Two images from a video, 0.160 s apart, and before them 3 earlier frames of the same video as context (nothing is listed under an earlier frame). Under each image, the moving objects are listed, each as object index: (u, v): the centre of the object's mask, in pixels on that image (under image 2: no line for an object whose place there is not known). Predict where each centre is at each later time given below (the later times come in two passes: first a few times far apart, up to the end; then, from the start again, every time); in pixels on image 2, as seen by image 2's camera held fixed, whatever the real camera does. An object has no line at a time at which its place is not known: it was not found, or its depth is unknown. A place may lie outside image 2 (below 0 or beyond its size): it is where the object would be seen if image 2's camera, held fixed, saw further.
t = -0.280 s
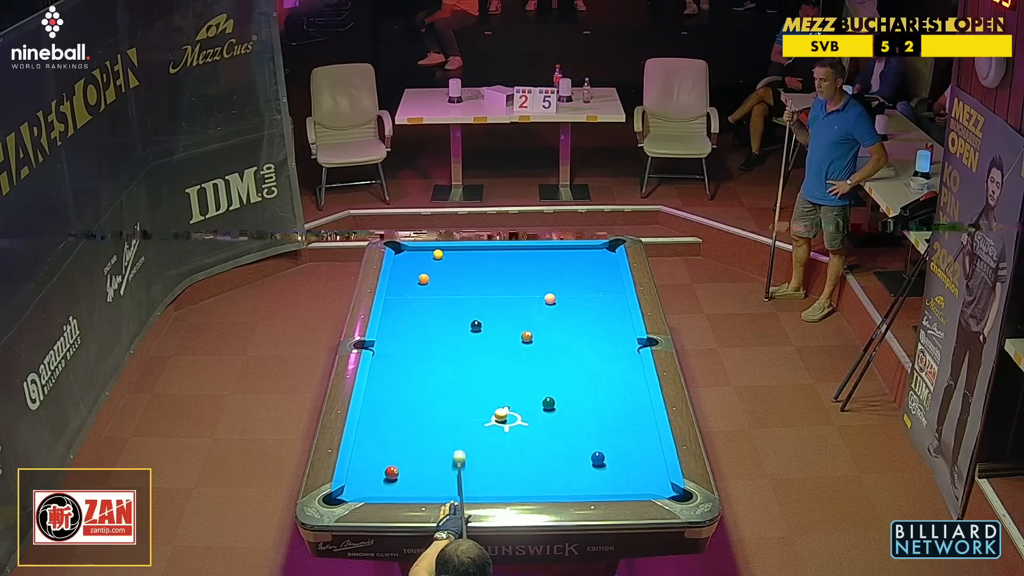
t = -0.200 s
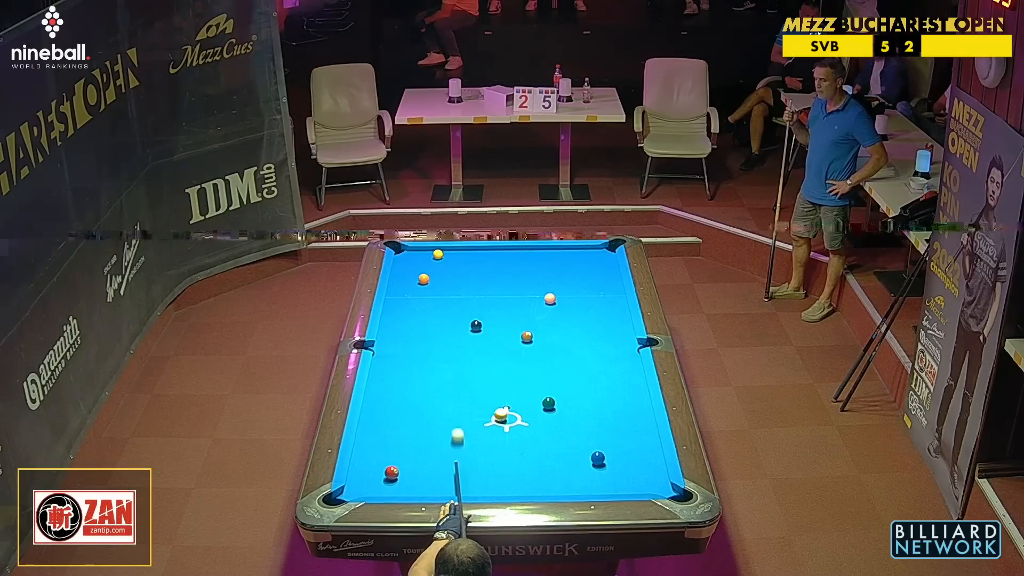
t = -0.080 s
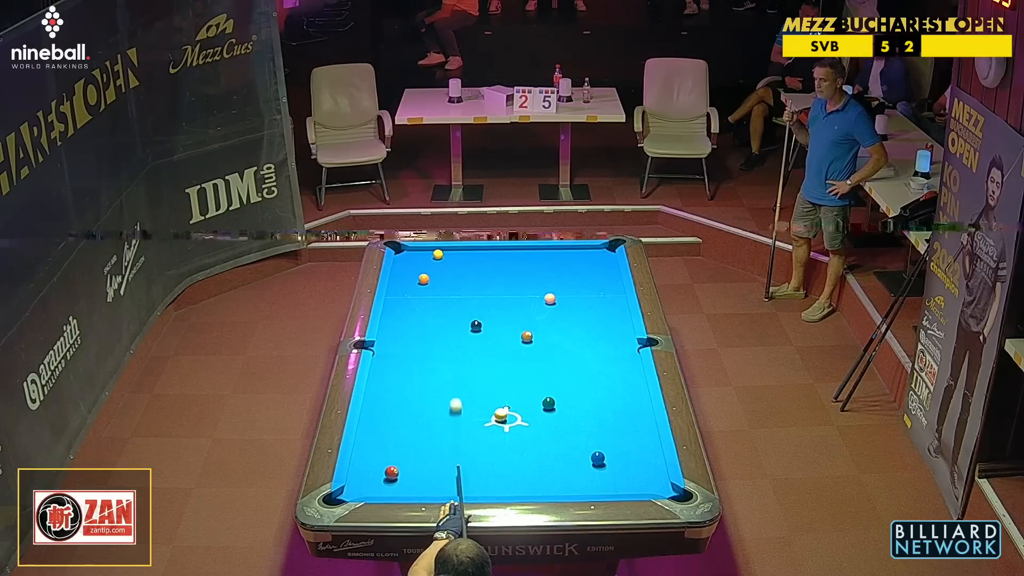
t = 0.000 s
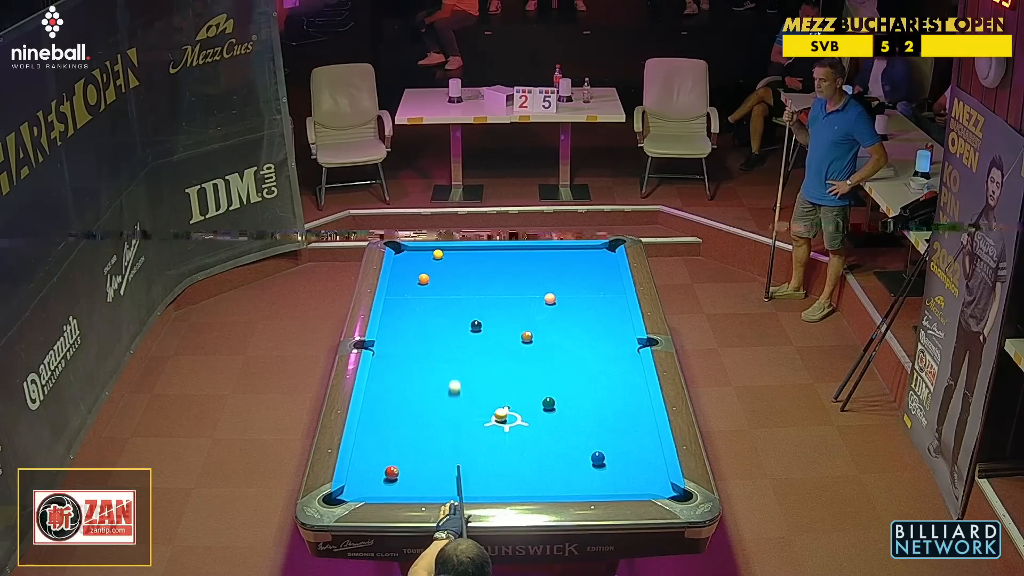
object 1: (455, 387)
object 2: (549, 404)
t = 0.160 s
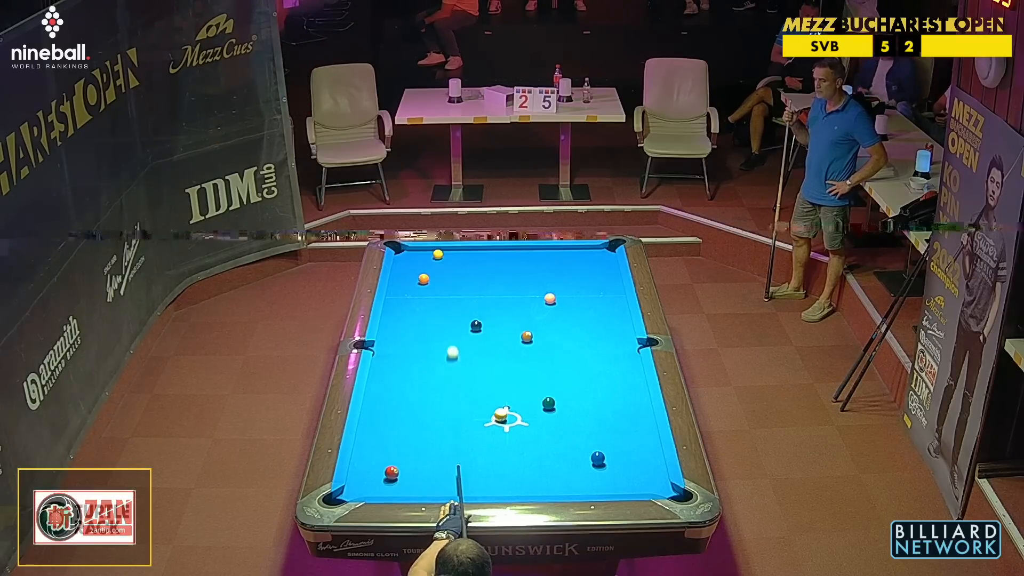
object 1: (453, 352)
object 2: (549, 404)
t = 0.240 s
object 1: (452, 337)
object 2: (549, 404)
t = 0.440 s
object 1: (449, 301)
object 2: (549, 404)
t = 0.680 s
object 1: (447, 265)
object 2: (549, 404)
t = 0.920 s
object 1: (459, 257)
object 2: (549, 404)
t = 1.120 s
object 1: (466, 271)
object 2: (549, 404)
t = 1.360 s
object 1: (475, 285)
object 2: (549, 404)
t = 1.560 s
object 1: (482, 298)
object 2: (549, 404)
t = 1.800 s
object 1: (492, 314)
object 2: (549, 404)
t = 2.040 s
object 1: (501, 330)
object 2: (549, 404)
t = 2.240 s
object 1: (509, 343)
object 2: (549, 404)
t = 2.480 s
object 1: (520, 360)
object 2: (549, 404)
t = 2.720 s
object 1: (530, 378)
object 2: (549, 404)
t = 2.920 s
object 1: (539, 393)
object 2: (549, 404)
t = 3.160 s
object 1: (538, 402)
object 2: (559, 413)
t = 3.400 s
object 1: (534, 407)
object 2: (572, 423)
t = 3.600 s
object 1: (532, 412)
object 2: (582, 432)
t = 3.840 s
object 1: (528, 417)
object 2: (594, 442)
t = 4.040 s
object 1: (526, 420)
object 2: (605, 449)
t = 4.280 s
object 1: (523, 424)
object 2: (616, 459)
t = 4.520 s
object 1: (520, 428)
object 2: (626, 468)
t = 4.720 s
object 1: (518, 430)
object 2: (635, 475)
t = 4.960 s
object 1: (516, 433)
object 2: (645, 483)
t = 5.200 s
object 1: (515, 435)
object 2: (655, 489)
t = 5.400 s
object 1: (514, 437)
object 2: (664, 493)
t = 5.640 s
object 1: (513, 438)
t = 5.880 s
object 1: (513, 439)
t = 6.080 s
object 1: (512, 439)
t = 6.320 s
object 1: (512, 439)
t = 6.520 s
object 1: (512, 439)
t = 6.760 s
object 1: (512, 439)
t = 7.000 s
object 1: (512, 439)
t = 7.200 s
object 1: (512, 439)
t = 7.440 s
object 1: (512, 439)
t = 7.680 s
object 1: (512, 439)
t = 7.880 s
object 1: (512, 439)
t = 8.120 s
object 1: (512, 439)
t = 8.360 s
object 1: (512, 439)
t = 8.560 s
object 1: (512, 439)
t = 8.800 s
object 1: (512, 439)
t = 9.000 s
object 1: (512, 439)
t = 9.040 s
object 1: (512, 439)
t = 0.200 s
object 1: (452, 344)
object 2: (549, 404)
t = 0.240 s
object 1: (452, 337)
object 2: (549, 404)
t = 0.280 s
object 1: (451, 329)
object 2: (549, 404)
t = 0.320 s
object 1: (451, 322)
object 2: (549, 404)
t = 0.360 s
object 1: (450, 315)
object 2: (549, 404)
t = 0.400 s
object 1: (450, 308)
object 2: (549, 404)
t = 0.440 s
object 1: (449, 301)
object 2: (549, 404)
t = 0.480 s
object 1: (449, 295)
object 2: (549, 404)
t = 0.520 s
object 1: (449, 288)
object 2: (549, 404)
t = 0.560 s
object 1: (448, 282)
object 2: (549, 404)
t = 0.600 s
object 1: (448, 276)
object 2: (549, 404)
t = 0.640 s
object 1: (448, 270)
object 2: (549, 404)
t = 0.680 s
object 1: (447, 265)
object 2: (549, 404)
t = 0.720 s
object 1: (447, 259)
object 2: (549, 404)
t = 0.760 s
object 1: (449, 254)
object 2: (549, 404)
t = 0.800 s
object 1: (453, 249)
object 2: (549, 404)
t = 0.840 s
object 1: (455, 251)
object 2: (549, 404)
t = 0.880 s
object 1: (457, 254)
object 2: (549, 404)
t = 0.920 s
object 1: (459, 257)
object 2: (549, 404)
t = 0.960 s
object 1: (460, 260)
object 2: (549, 404)
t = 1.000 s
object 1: (462, 263)
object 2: (549, 404)
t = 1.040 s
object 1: (463, 266)
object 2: (549, 404)
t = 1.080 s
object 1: (465, 268)
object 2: (549, 404)
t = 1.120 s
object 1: (466, 271)
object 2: (549, 404)
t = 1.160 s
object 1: (467, 273)
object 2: (549, 404)
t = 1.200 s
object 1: (469, 275)
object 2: (549, 404)
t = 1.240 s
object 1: (470, 278)
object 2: (549, 404)
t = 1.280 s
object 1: (472, 280)
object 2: (549, 404)
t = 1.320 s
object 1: (473, 283)
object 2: (549, 404)
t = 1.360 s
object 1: (475, 285)
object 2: (549, 404)
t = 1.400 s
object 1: (476, 288)
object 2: (549, 404)
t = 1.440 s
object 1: (478, 290)
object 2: (549, 404)
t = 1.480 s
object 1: (479, 293)
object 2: (549, 404)
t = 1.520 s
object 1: (481, 295)
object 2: (549, 404)
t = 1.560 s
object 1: (482, 298)
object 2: (549, 404)
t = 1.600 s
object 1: (484, 300)
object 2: (549, 404)
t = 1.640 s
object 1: (485, 303)
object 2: (549, 404)
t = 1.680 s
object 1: (487, 306)
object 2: (549, 404)
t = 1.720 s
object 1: (488, 308)
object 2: (549, 404)
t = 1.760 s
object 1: (490, 311)
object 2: (549, 404)
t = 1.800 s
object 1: (492, 314)
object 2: (549, 404)
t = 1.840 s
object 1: (493, 316)
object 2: (549, 404)
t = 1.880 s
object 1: (495, 319)
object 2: (549, 404)
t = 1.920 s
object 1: (496, 321)
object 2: (549, 404)
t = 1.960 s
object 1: (498, 324)
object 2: (549, 404)
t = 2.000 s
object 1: (499, 327)
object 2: (549, 404)
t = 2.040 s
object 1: (501, 330)
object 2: (549, 404)
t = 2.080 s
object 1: (503, 332)
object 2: (549, 404)
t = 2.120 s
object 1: (504, 335)
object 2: (549, 404)
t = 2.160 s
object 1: (506, 338)
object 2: (549, 404)
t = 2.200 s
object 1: (508, 341)
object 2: (549, 404)
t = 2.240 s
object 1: (509, 343)
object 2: (549, 404)
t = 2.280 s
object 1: (511, 346)
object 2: (549, 404)
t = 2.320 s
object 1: (513, 349)
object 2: (549, 404)
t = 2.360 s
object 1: (514, 352)
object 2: (549, 404)
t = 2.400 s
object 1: (516, 355)
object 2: (549, 404)
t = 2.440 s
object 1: (518, 358)
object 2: (549, 404)
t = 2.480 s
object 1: (520, 360)
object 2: (549, 404)
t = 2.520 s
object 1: (521, 363)
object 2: (549, 404)
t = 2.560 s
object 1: (523, 366)
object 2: (549, 404)
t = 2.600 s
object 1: (525, 369)
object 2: (549, 404)
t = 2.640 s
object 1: (527, 372)
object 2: (549, 404)
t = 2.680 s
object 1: (528, 375)
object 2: (549, 404)
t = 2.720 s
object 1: (530, 378)
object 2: (549, 404)
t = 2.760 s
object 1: (532, 381)
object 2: (549, 404)
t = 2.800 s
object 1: (534, 384)
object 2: (549, 404)
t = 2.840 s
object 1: (536, 387)
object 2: (549, 404)
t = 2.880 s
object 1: (537, 390)
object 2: (549, 404)
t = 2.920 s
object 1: (539, 393)
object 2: (549, 404)
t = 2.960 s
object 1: (540, 395)
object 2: (549, 404)
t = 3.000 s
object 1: (541, 398)
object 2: (550, 405)
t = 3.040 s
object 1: (540, 399)
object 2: (553, 408)
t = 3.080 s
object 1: (540, 400)
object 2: (555, 409)
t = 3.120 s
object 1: (539, 401)
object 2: (557, 411)
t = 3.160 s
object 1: (538, 402)
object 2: (559, 413)
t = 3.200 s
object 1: (538, 403)
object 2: (562, 415)
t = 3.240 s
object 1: (537, 404)
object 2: (564, 417)
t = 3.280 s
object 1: (537, 405)
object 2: (566, 418)
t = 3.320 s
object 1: (536, 406)
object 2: (568, 420)
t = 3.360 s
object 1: (535, 407)
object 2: (570, 422)
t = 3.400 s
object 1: (534, 407)
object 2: (572, 423)
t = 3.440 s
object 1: (534, 409)
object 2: (574, 425)
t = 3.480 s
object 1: (533, 409)
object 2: (576, 427)
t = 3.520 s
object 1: (533, 410)
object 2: (578, 428)
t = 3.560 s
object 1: (532, 411)
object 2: (580, 430)
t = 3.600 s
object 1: (532, 412)
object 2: (582, 432)
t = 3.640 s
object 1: (531, 413)
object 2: (584, 434)
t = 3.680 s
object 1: (531, 413)
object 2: (586, 435)
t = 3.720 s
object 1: (530, 414)
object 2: (588, 437)
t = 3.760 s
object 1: (529, 415)
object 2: (590, 439)
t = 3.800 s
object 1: (529, 416)
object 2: (592, 440)
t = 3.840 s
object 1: (528, 417)
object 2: (594, 442)
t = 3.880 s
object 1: (528, 417)
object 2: (596, 443)
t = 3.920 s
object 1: (527, 418)
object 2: (598, 444)
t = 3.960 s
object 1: (527, 419)
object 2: (600, 445)
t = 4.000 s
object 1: (527, 420)
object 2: (603, 447)
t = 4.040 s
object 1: (526, 420)
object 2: (605, 449)
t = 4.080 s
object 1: (525, 421)
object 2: (607, 451)
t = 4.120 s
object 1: (525, 422)
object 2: (608, 452)
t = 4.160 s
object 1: (524, 422)
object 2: (610, 454)
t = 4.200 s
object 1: (524, 423)
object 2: (612, 456)
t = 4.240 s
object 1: (523, 424)
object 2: (614, 458)
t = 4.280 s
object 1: (523, 424)
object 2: (616, 459)
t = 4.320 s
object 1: (522, 425)
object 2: (617, 461)
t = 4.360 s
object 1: (522, 426)
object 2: (619, 462)
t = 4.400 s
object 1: (521, 426)
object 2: (621, 464)
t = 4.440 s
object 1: (521, 427)
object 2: (623, 465)
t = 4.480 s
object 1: (521, 427)
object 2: (625, 466)
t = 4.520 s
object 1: (520, 428)
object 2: (626, 468)
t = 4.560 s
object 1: (520, 428)
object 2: (628, 469)
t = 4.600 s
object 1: (520, 429)
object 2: (630, 471)
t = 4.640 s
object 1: (519, 429)
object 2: (632, 472)
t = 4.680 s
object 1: (518, 430)
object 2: (634, 474)
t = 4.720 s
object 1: (518, 430)
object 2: (635, 475)
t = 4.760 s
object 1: (518, 431)
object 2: (637, 476)
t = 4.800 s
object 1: (517, 432)
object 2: (639, 477)
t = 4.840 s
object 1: (517, 432)
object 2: (640, 479)
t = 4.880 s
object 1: (517, 432)
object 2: (642, 481)
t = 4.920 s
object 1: (516, 433)
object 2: (644, 481)
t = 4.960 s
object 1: (516, 433)
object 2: (645, 483)
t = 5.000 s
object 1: (516, 434)
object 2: (647, 484)
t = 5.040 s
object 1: (516, 434)
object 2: (649, 486)
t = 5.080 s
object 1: (515, 434)
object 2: (650, 486)
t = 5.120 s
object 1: (515, 435)
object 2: (652, 487)
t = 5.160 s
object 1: (515, 435)
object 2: (654, 488)
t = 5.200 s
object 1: (515, 435)
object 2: (655, 489)
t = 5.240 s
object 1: (514, 436)
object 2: (657, 489)
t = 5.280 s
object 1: (514, 436)
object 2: (659, 490)
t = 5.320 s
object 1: (514, 436)
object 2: (660, 491)
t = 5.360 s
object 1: (514, 437)
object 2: (662, 492)
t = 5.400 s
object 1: (514, 437)
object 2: (664, 493)
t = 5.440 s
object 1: (514, 437)
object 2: (667, 494)
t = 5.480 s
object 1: (514, 437)
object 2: (669, 495)
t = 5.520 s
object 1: (513, 437)
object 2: (672, 498)
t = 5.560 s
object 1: (513, 438)
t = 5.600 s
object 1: (513, 438)
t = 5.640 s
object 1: (513, 438)
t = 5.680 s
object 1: (513, 438)
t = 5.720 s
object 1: (513, 438)
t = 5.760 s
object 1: (513, 439)
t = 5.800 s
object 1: (513, 439)
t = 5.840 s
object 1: (513, 439)
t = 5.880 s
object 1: (513, 439)
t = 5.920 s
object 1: (512, 439)
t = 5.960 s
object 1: (512, 439)
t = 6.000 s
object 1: (512, 439)
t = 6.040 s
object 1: (512, 439)
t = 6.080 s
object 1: (512, 439)
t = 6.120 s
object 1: (512, 439)
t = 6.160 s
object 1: (512, 439)
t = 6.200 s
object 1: (512, 439)
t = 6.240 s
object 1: (512, 439)
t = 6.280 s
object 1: (512, 439)
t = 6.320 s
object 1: (512, 439)
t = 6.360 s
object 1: (512, 439)
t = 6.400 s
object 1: (512, 439)
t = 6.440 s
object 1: (512, 439)
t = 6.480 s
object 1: (512, 439)
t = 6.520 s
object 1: (512, 439)
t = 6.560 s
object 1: (512, 439)
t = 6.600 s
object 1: (512, 439)
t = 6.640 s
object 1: (512, 439)
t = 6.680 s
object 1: (512, 439)
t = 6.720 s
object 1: (512, 439)
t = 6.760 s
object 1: (512, 439)
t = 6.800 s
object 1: (512, 439)
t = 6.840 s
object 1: (512, 439)
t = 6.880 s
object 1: (512, 439)
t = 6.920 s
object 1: (512, 439)
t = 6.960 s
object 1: (512, 439)
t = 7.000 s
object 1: (512, 439)
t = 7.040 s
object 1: (512, 439)
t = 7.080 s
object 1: (512, 439)
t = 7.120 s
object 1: (512, 439)
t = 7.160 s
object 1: (512, 439)
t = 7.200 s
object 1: (512, 439)
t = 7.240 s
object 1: (512, 439)
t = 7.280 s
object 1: (512, 439)
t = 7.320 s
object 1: (512, 439)
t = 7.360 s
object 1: (512, 439)
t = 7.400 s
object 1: (512, 439)
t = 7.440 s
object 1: (512, 439)
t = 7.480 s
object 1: (512, 439)
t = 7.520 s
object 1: (512, 439)
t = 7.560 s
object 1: (512, 439)
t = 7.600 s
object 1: (512, 439)
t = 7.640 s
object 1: (512, 439)
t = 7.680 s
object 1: (512, 439)
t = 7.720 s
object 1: (512, 439)
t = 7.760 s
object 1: (512, 439)
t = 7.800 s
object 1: (512, 439)
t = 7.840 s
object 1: (512, 439)
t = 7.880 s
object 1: (512, 439)
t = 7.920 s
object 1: (512, 439)
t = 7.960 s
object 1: (512, 439)
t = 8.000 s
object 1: (512, 439)
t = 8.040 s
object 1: (512, 439)
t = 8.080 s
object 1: (512, 439)
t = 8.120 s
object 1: (512, 439)
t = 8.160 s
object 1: (512, 439)
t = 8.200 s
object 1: (512, 439)
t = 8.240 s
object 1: (512, 439)
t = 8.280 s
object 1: (512, 439)
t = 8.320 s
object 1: (512, 439)
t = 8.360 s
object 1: (512, 439)
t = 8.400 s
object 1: (512, 439)
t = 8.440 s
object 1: (512, 439)
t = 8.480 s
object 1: (512, 439)
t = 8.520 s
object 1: (512, 439)
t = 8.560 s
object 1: (512, 439)
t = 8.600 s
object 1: (512, 439)
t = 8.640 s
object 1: (512, 439)
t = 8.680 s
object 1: (512, 439)
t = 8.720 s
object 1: (512, 439)
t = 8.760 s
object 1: (512, 439)
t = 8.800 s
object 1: (512, 439)
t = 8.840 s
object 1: (512, 439)
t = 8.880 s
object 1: (512, 439)
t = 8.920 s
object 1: (512, 439)
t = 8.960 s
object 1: (512, 439)
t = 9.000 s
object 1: (512, 439)
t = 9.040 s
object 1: (512, 439)
